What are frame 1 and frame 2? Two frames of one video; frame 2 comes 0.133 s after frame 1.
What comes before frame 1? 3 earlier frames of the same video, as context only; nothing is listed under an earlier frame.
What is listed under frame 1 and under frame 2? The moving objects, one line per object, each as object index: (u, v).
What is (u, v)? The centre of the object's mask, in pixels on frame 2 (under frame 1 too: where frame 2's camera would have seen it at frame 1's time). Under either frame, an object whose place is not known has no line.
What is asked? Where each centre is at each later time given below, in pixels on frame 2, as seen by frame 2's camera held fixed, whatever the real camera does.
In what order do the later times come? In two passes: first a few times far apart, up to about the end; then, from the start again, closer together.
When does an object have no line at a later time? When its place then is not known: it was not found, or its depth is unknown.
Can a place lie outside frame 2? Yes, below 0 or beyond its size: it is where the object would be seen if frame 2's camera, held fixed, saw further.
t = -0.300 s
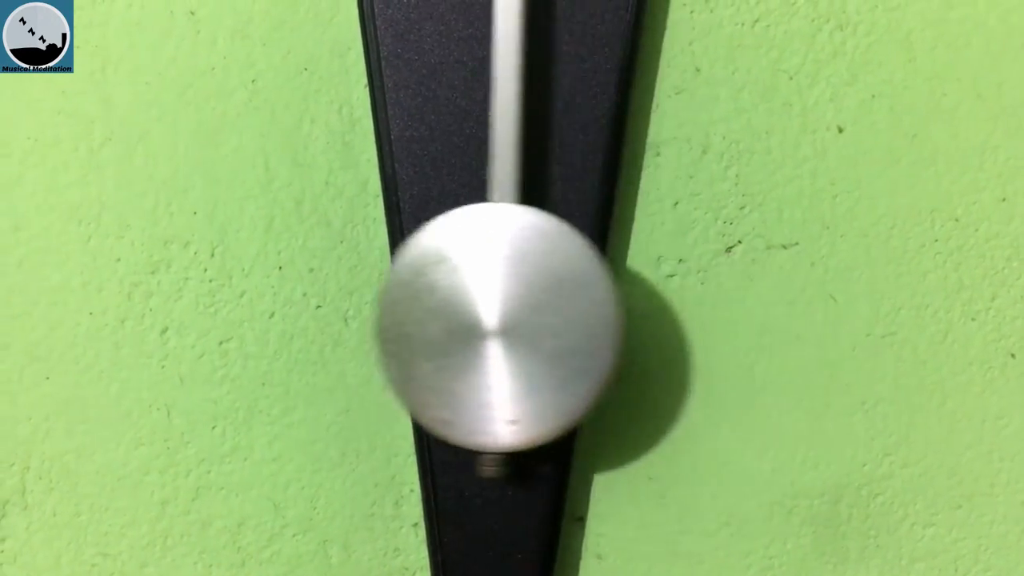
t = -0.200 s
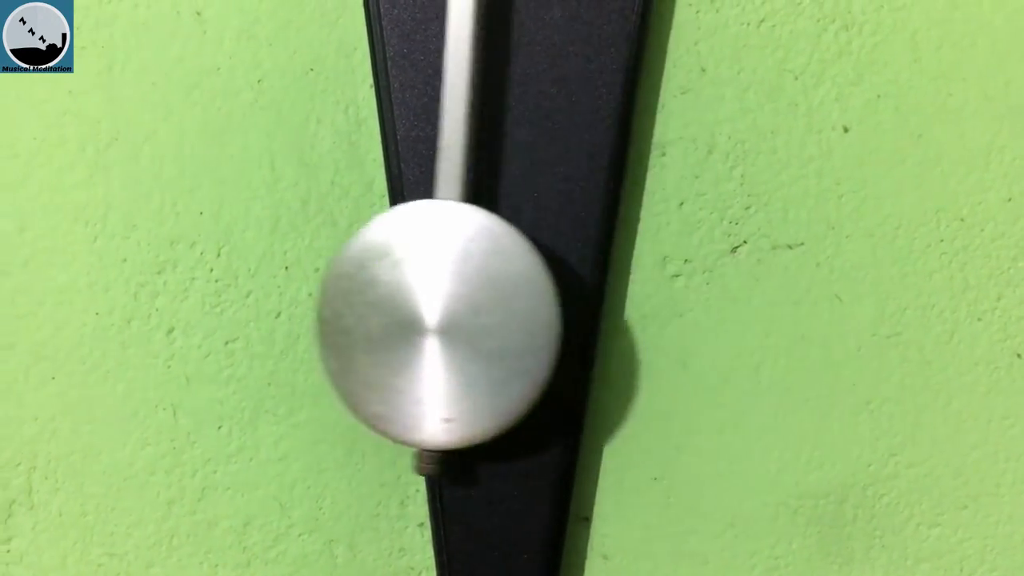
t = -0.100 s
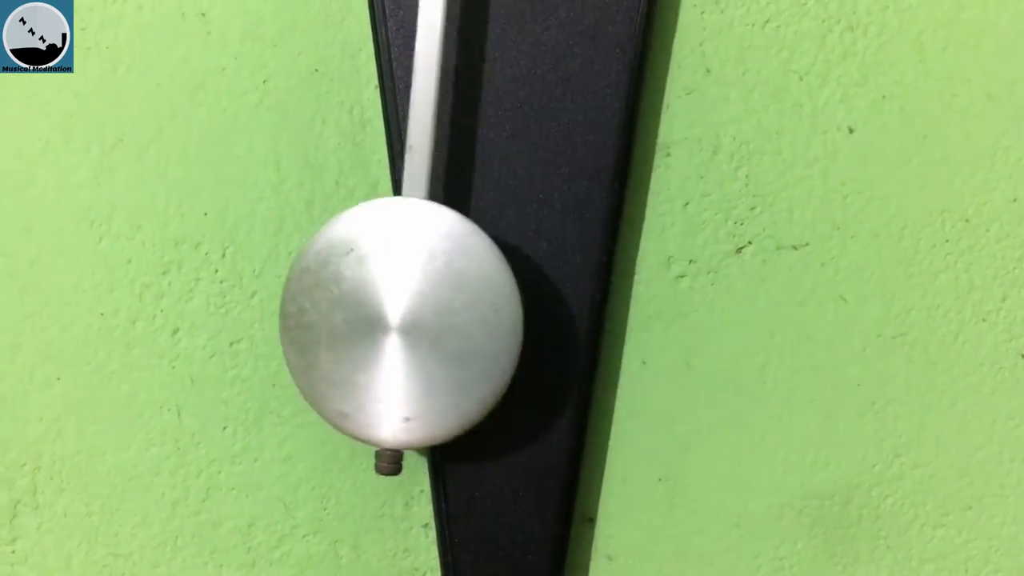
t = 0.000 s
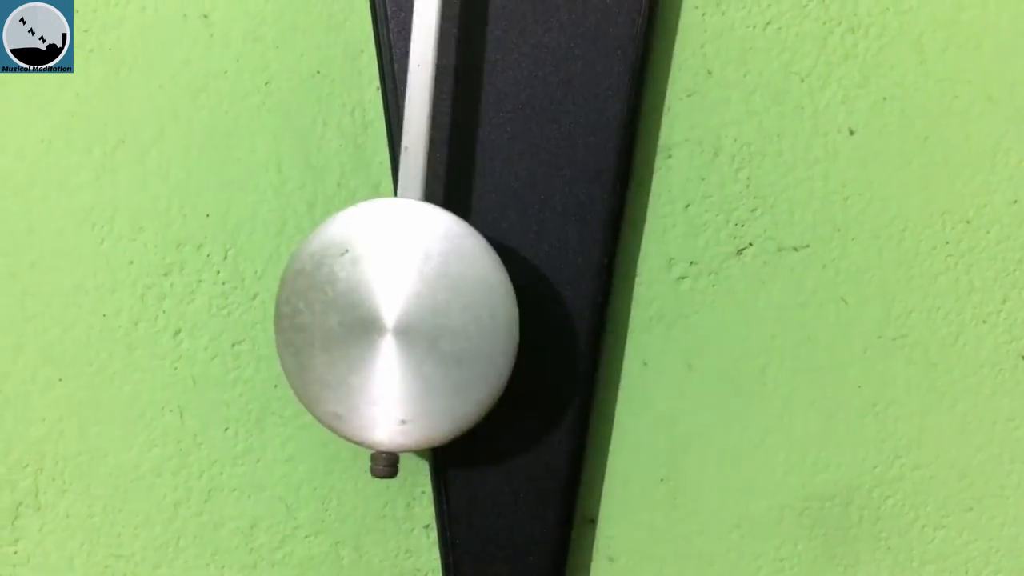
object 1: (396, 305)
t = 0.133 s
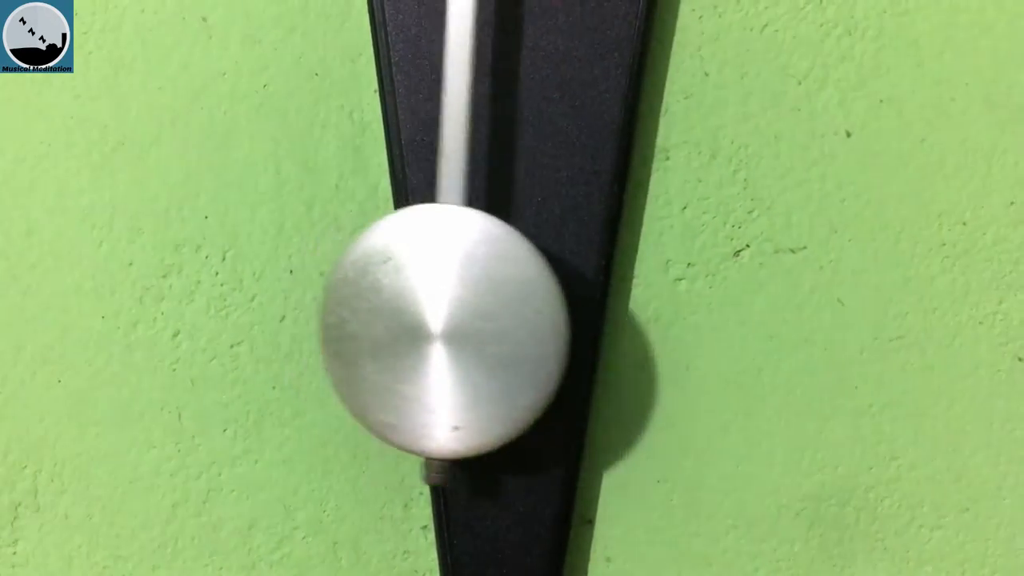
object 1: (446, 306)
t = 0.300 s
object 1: (556, 306)
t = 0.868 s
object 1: (515, 303)
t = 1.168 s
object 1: (402, 306)
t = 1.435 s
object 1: (534, 304)
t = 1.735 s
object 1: (657, 305)
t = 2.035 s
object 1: (520, 307)
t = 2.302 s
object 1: (398, 307)
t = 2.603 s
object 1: (524, 307)
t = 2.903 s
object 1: (657, 308)
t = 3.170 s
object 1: (547, 309)
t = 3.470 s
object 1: (403, 307)
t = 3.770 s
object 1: (518, 309)
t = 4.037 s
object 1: (655, 308)
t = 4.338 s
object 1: (555, 307)
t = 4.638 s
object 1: (401, 307)
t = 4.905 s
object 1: (490, 308)
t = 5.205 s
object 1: (653, 305)
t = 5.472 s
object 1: (582, 308)
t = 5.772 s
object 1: (407, 308)
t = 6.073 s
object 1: (484, 307)
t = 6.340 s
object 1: (641, 307)
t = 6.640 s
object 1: (587, 308)
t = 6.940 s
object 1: (418, 306)
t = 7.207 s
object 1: (464, 310)
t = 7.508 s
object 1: (637, 309)
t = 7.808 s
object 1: (589, 308)
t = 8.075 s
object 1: (434, 309)
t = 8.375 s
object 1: (455, 312)
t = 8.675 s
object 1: (629, 307)
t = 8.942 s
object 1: (613, 307)
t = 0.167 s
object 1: (465, 307)
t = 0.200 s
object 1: (488, 307)
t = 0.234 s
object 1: (510, 306)
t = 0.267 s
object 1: (533, 306)
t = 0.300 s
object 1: (556, 306)
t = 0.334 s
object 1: (579, 306)
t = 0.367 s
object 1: (600, 306)
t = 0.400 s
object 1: (618, 306)
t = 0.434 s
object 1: (634, 306)
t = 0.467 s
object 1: (646, 306)
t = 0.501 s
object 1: (655, 305)
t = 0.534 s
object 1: (659, 305)
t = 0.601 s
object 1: (655, 305)
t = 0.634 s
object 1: (647, 304)
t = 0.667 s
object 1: (634, 304)
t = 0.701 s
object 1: (619, 304)
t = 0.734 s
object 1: (601, 304)
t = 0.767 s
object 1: (581, 302)
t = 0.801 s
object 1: (559, 305)
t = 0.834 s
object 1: (537, 304)
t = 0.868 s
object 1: (515, 303)
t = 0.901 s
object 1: (493, 303)
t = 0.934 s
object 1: (472, 302)
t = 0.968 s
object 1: (453, 302)
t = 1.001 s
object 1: (435, 304)
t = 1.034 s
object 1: (420, 304)
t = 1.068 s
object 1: (410, 304)
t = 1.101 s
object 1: (403, 305)
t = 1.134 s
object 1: (400, 306)
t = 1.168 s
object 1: (402, 306)
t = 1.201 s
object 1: (408, 306)
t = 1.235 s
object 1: (419, 306)
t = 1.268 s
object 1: (433, 306)
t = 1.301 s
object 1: (449, 304)
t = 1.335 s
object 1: (469, 304)
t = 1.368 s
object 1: (490, 303)
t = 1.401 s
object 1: (512, 303)
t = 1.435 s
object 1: (534, 304)
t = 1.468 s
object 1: (555, 305)
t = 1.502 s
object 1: (576, 304)
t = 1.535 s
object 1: (596, 305)
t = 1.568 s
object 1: (614, 305)
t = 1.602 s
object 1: (630, 305)
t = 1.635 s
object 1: (643, 305)
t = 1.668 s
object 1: (651, 306)
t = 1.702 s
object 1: (656, 306)
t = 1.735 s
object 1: (657, 305)
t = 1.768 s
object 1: (654, 306)
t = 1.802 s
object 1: (647, 306)
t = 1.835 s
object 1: (636, 306)
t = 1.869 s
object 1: (621, 307)
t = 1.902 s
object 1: (604, 306)
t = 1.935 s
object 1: (585, 307)
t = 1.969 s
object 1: (563, 308)
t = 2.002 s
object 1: (541, 307)
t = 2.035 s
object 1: (520, 307)
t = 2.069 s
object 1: (497, 307)
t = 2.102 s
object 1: (476, 308)
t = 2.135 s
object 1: (455, 307)
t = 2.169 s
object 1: (436, 307)
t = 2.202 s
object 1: (421, 307)
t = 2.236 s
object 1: (409, 307)
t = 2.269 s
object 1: (402, 307)
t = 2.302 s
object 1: (398, 307)
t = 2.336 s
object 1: (399, 307)
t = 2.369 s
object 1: (404, 308)
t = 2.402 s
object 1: (412, 307)
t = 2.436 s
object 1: (425, 308)
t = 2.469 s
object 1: (441, 308)
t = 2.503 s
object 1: (460, 307)
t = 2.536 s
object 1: (480, 308)
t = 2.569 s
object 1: (502, 308)
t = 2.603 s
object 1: (524, 307)
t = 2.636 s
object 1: (546, 308)
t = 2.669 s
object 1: (568, 308)
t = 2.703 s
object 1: (589, 308)
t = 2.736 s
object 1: (608, 308)
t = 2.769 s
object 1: (625, 308)
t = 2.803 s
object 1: (638, 307)
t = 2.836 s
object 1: (649, 308)
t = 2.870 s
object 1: (655, 308)
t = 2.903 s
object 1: (657, 308)
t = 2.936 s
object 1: (656, 309)
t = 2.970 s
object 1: (649, 309)
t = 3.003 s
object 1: (639, 308)
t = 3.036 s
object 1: (626, 309)
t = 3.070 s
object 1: (609, 309)
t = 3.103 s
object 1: (590, 308)
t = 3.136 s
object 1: (570, 308)
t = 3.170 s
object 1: (547, 309)
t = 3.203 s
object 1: (526, 308)
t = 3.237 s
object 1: (505, 307)
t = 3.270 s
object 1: (484, 306)
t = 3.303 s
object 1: (464, 305)
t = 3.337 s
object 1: (446, 304)
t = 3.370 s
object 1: (430, 305)
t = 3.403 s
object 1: (418, 305)
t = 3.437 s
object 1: (408, 305)
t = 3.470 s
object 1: (403, 307)
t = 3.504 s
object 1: (402, 307)
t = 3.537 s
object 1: (404, 308)
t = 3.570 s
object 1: (411, 308)
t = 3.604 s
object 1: (422, 308)
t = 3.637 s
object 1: (436, 308)
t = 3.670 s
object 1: (453, 309)
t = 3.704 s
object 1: (473, 310)
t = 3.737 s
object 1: (495, 310)
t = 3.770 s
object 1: (518, 309)
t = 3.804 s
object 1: (539, 309)
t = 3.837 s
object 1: (562, 309)
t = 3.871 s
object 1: (584, 309)
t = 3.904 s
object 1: (604, 309)
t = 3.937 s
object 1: (622, 309)
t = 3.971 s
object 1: (636, 308)
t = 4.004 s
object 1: (647, 308)
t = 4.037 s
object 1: (655, 308)
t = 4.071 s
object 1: (658, 307)
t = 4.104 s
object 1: (657, 307)
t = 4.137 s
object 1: (652, 307)
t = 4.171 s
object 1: (643, 307)
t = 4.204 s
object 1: (630, 307)
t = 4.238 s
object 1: (615, 306)
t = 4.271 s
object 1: (597, 306)
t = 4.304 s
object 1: (576, 306)
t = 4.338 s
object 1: (555, 307)
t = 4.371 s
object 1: (533, 306)
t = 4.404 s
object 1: (512, 305)
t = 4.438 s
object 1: (490, 305)
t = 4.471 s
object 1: (469, 304)
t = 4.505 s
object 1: (449, 305)
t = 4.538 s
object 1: (432, 306)
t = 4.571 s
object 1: (418, 306)
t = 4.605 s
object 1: (408, 307)
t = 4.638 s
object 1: (401, 307)
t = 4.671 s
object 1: (399, 307)
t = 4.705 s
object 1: (401, 307)
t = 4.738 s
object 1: (407, 307)
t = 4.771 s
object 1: (417, 308)
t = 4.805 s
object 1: (432, 308)
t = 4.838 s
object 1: (448, 308)
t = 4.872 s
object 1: (468, 308)
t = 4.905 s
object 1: (490, 308)
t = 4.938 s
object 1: (512, 306)
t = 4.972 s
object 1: (534, 307)
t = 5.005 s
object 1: (556, 307)
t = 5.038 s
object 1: (578, 306)
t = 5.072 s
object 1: (598, 306)
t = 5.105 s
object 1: (616, 305)
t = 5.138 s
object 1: (632, 305)
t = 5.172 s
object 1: (644, 305)
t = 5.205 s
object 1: (653, 305)
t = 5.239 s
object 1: (658, 305)
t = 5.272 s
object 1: (658, 307)
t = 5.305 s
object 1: (655, 307)
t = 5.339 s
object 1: (646, 307)
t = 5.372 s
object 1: (635, 307)
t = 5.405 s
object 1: (620, 308)
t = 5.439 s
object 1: (602, 308)
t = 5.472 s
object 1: (582, 308)
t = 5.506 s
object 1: (559, 309)
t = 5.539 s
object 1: (537, 307)
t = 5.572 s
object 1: (515, 308)
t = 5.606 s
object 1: (492, 308)
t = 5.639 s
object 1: (471, 308)
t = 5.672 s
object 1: (451, 307)
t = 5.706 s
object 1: (433, 307)
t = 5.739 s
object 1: (418, 307)
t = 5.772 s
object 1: (407, 308)
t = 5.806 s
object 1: (400, 308)
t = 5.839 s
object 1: (398, 308)
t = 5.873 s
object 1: (399, 308)
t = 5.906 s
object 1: (405, 307)
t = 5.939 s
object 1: (415, 307)
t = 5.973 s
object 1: (427, 307)
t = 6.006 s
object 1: (444, 307)
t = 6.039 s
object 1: (463, 306)
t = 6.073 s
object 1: (484, 307)
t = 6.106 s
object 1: (506, 307)
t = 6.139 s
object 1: (528, 307)
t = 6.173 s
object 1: (549, 307)
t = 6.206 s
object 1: (572, 307)
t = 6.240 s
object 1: (592, 307)
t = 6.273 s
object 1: (611, 308)
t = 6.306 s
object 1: (628, 308)
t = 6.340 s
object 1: (641, 307)
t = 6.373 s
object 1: (651, 307)
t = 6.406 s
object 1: (657, 308)
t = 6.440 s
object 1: (659, 308)
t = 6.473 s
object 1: (656, 308)
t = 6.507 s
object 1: (649, 309)
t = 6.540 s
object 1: (638, 308)
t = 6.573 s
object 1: (624, 308)
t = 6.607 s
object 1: (607, 308)
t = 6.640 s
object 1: (587, 308)
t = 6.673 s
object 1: (567, 308)
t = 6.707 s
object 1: (545, 307)
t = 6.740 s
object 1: (524, 307)
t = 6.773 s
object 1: (502, 307)
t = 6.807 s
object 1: (482, 306)
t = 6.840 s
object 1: (463, 305)
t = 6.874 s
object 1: (445, 303)
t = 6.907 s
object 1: (430, 305)
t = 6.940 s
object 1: (418, 306)
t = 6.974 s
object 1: (411, 307)
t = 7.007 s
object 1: (406, 308)
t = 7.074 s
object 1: (411, 308)
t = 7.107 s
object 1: (419, 309)
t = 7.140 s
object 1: (431, 310)
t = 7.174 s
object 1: (446, 309)
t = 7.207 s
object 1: (464, 310)
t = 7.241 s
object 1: (484, 311)
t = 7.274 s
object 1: (505, 311)
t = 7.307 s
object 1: (527, 310)
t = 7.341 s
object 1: (548, 311)
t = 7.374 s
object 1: (569, 309)
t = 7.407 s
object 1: (589, 310)
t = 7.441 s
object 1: (607, 310)
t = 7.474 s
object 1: (623, 310)
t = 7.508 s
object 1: (637, 309)
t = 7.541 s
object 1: (646, 309)
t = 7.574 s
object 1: (651, 309)
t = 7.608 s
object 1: (652, 308)
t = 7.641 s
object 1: (650, 308)
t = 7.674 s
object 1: (644, 308)
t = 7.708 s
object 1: (634, 307)
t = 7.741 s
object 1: (622, 307)
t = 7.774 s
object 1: (606, 307)
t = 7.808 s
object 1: (589, 308)
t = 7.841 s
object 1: (569, 307)
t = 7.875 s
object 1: (548, 307)
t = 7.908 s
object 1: (528, 308)
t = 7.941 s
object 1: (507, 308)
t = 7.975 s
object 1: (487, 309)
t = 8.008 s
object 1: (467, 308)
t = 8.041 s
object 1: (450, 308)
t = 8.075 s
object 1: (434, 309)
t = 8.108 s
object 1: (421, 310)
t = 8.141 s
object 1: (412, 310)
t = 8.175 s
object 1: (406, 310)
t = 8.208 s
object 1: (405, 311)
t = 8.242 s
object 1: (407, 311)
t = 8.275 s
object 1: (414, 312)
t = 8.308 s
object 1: (424, 312)
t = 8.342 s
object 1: (438, 312)
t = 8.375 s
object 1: (455, 312)
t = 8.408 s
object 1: (474, 313)
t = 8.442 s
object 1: (494, 313)
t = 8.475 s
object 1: (516, 311)
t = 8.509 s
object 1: (537, 311)
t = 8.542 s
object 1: (559, 310)
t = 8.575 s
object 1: (579, 309)
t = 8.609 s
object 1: (599, 309)
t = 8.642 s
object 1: (615, 308)
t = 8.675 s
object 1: (629, 307)
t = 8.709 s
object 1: (640, 307)
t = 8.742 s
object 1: (648, 306)
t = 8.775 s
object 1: (651, 306)
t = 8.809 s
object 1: (651, 306)
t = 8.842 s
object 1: (647, 305)
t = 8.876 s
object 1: (639, 306)
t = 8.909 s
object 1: (627, 306)
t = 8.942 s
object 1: (613, 307)
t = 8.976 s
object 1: (595, 307)
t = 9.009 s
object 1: (576, 308)
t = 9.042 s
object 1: (555, 309)
